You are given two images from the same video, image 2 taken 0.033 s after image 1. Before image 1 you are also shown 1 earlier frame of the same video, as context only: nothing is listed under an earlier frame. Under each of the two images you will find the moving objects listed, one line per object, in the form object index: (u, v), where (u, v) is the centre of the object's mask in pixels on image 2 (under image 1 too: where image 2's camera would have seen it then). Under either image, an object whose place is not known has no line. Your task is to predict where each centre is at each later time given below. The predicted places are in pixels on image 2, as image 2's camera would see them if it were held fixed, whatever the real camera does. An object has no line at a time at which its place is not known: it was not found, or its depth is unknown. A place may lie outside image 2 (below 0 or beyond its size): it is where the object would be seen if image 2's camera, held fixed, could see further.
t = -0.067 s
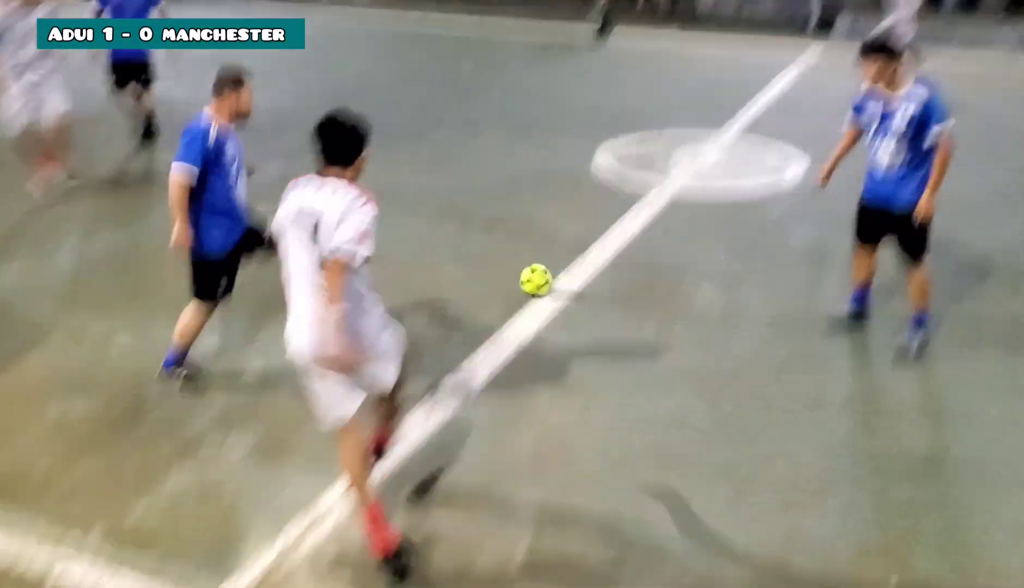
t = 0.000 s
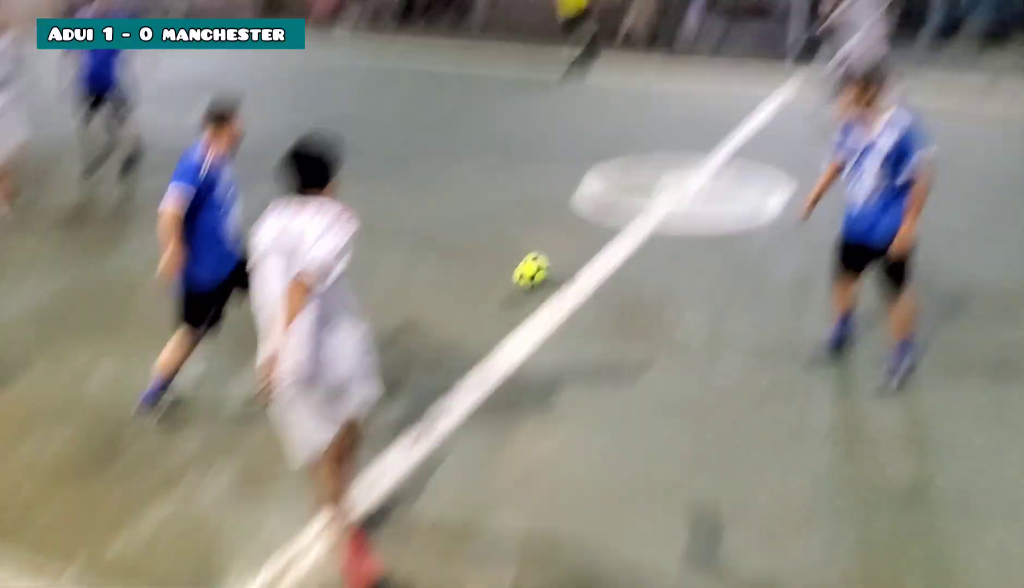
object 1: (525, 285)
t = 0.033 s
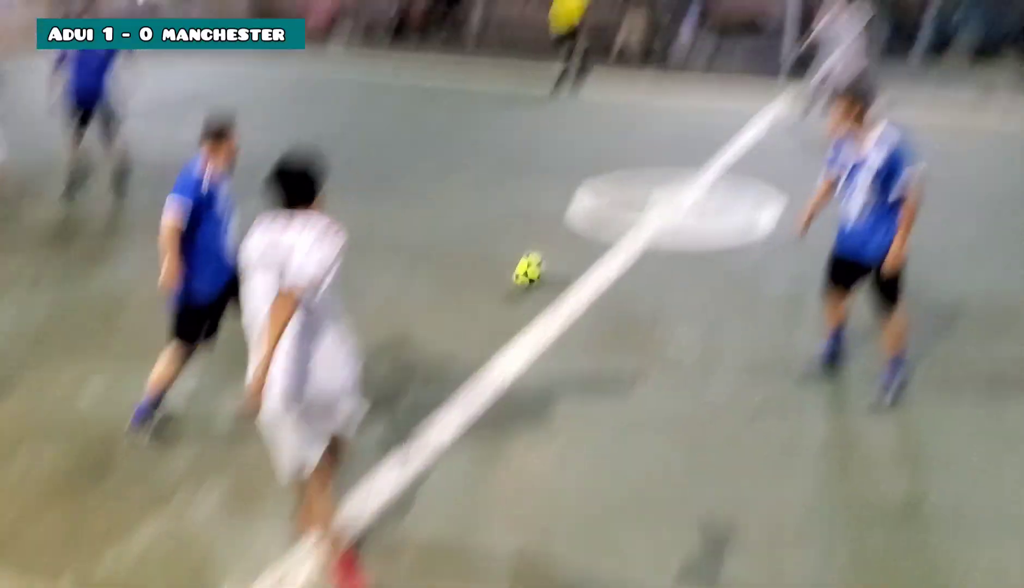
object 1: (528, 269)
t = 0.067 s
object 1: (533, 255)
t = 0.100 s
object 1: (536, 242)
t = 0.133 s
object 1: (539, 230)
